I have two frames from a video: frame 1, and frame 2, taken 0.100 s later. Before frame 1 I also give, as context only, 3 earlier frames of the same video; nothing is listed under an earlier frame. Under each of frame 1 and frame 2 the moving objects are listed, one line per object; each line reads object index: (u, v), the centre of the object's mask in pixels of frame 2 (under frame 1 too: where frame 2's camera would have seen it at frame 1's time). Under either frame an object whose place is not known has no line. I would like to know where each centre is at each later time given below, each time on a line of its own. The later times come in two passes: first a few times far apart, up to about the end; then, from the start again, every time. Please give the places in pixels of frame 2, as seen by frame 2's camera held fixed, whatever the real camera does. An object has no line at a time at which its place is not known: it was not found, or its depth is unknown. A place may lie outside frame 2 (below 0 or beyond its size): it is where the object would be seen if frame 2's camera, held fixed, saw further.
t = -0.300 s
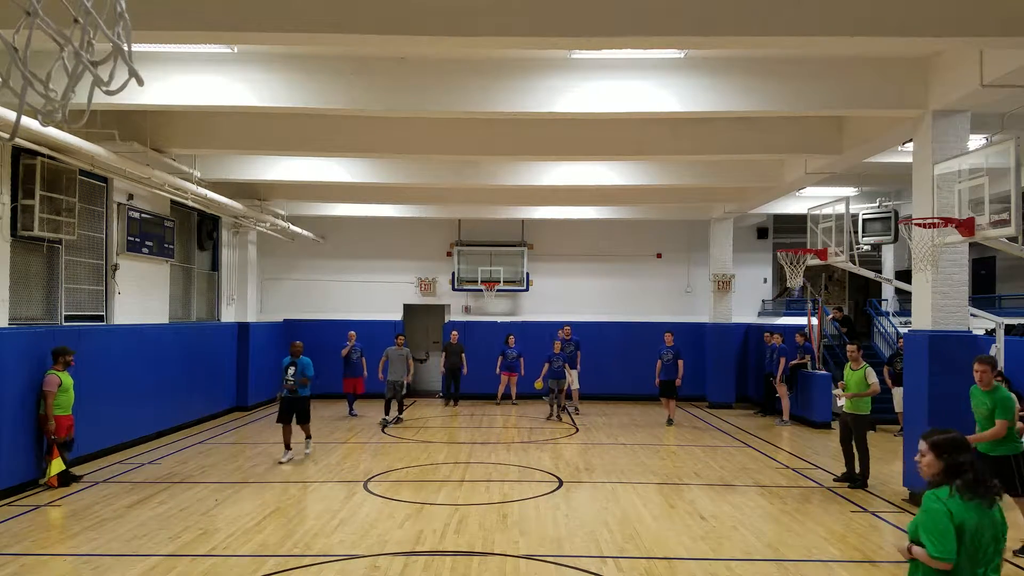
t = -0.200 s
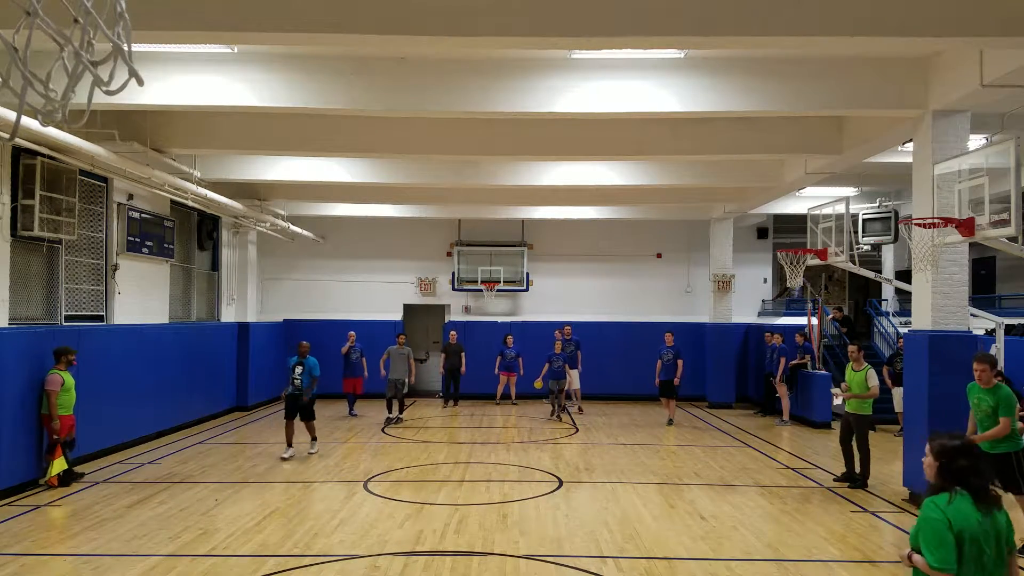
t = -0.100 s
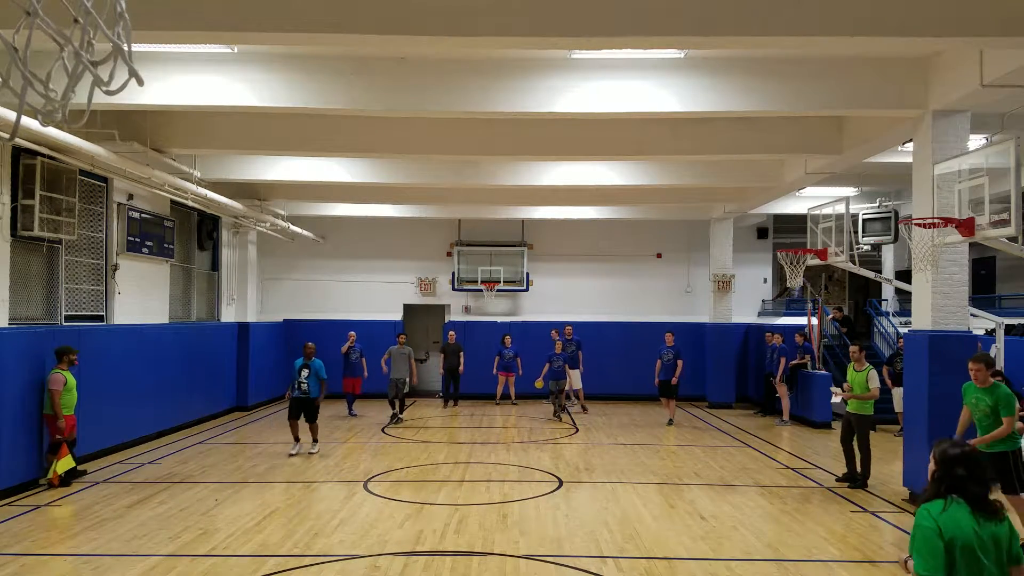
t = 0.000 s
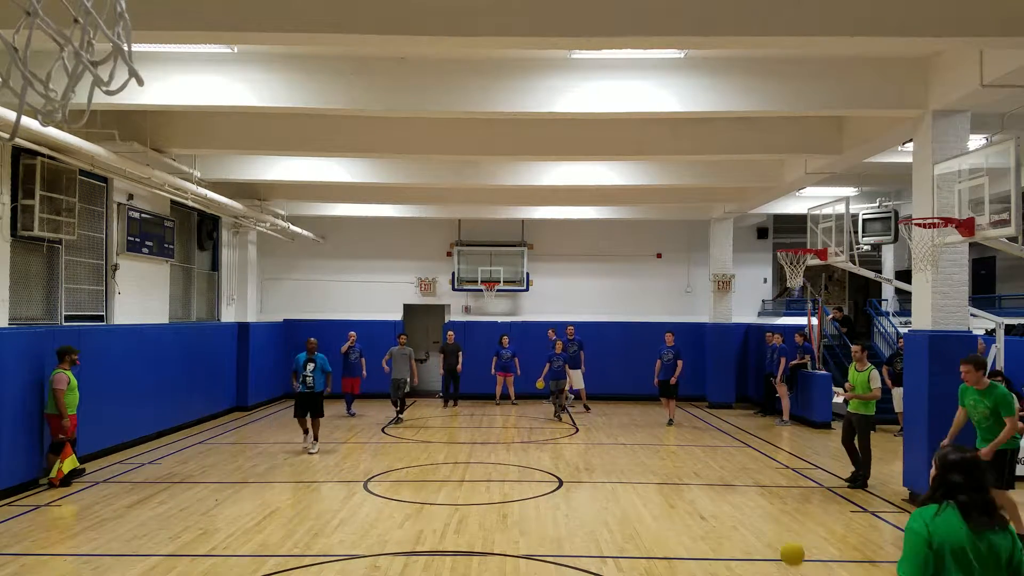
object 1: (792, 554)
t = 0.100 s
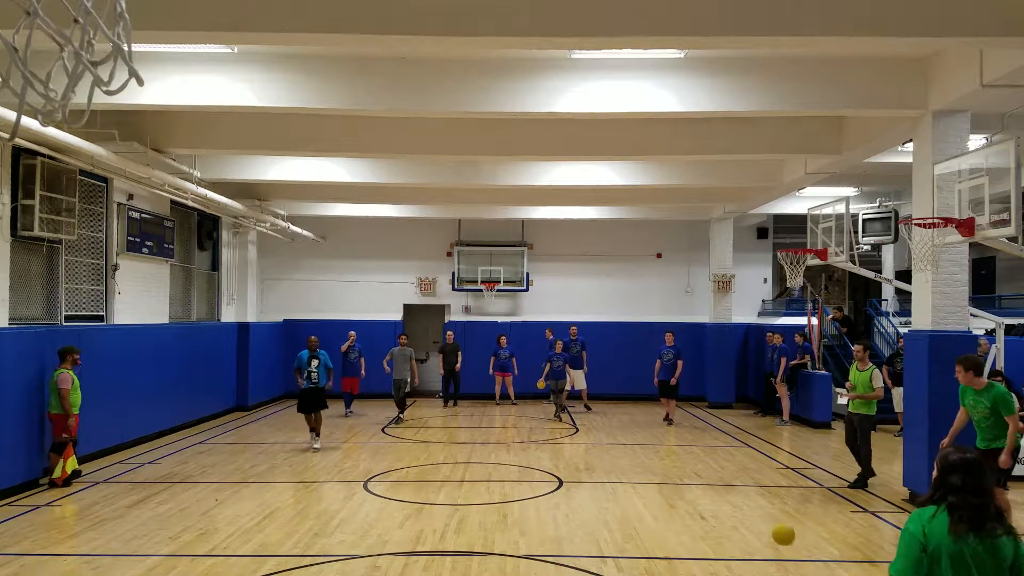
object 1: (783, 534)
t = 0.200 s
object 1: (776, 530)
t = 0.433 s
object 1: (761, 519)
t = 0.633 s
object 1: (752, 493)
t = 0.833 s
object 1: (744, 492)
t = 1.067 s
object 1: (737, 470)
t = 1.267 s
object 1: (732, 463)
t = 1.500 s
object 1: (727, 459)
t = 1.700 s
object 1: (723, 448)
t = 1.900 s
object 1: (719, 440)
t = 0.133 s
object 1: (781, 531)
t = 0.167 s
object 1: (778, 530)
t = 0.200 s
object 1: (776, 530)
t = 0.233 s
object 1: (773, 530)
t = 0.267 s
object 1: (771, 532)
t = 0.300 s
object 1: (769, 537)
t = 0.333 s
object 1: (766, 542)
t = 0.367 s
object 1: (764, 539)
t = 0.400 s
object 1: (763, 528)
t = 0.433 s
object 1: (761, 519)
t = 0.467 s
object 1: (759, 512)
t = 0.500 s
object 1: (758, 506)
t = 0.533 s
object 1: (756, 500)
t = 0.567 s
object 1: (755, 497)
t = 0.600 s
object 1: (753, 494)
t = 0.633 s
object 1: (752, 493)
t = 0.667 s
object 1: (751, 492)
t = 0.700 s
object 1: (749, 493)
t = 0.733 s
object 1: (748, 495)
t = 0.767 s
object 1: (747, 499)
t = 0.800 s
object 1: (746, 499)
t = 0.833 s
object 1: (744, 492)
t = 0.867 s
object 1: (743, 486)
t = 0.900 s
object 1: (742, 480)
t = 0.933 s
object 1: (741, 476)
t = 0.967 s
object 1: (740, 473)
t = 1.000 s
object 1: (739, 471)
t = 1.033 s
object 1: (738, 470)
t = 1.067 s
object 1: (737, 470)
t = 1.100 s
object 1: (736, 470)
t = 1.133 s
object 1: (736, 472)
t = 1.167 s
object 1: (735, 474)
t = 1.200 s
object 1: (734, 472)
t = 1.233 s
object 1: (733, 467)
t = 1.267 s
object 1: (732, 463)
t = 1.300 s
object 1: (731, 460)
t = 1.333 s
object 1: (731, 458)
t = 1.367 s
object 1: (730, 457)
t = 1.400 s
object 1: (729, 456)
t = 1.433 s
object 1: (729, 457)
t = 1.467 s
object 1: (728, 458)
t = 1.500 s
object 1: (727, 459)
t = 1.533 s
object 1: (727, 456)
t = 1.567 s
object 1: (726, 452)
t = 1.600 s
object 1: (725, 450)
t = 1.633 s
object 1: (724, 449)
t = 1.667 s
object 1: (724, 448)
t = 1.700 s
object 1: (723, 448)
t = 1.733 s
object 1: (723, 449)
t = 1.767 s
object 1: (722, 448)
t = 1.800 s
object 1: (721, 446)
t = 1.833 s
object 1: (721, 442)
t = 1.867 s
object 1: (720, 441)
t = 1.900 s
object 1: (719, 440)
